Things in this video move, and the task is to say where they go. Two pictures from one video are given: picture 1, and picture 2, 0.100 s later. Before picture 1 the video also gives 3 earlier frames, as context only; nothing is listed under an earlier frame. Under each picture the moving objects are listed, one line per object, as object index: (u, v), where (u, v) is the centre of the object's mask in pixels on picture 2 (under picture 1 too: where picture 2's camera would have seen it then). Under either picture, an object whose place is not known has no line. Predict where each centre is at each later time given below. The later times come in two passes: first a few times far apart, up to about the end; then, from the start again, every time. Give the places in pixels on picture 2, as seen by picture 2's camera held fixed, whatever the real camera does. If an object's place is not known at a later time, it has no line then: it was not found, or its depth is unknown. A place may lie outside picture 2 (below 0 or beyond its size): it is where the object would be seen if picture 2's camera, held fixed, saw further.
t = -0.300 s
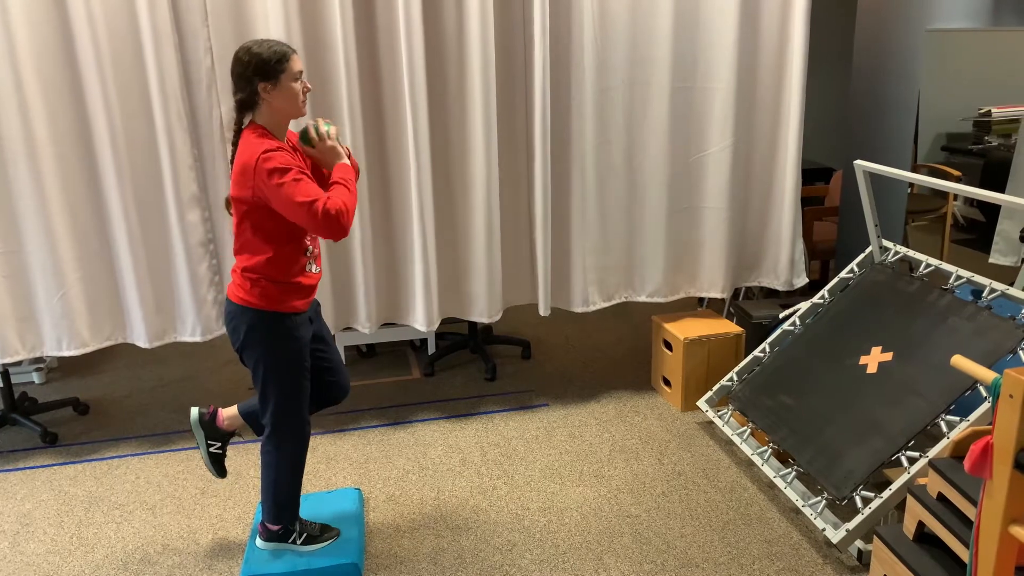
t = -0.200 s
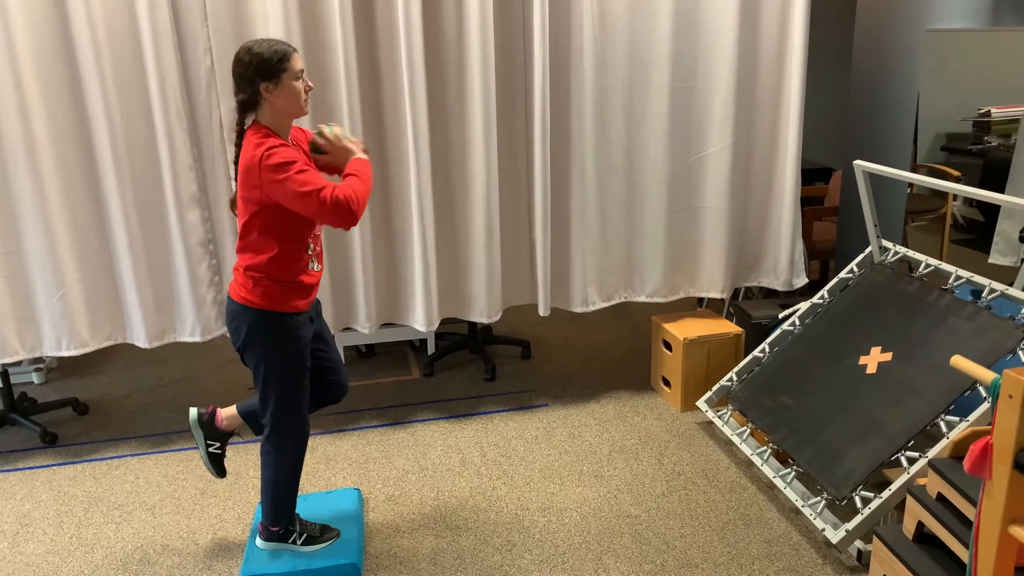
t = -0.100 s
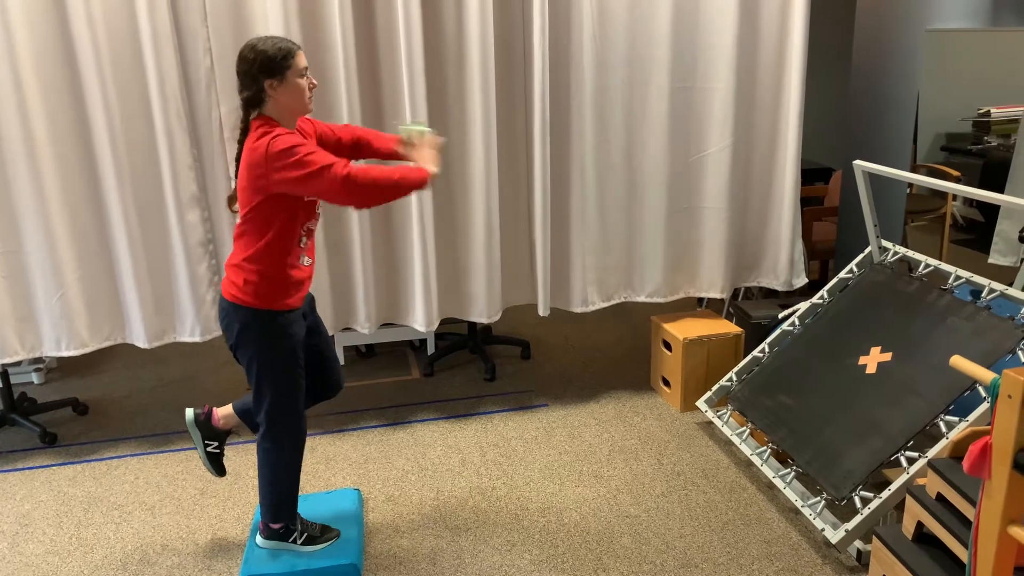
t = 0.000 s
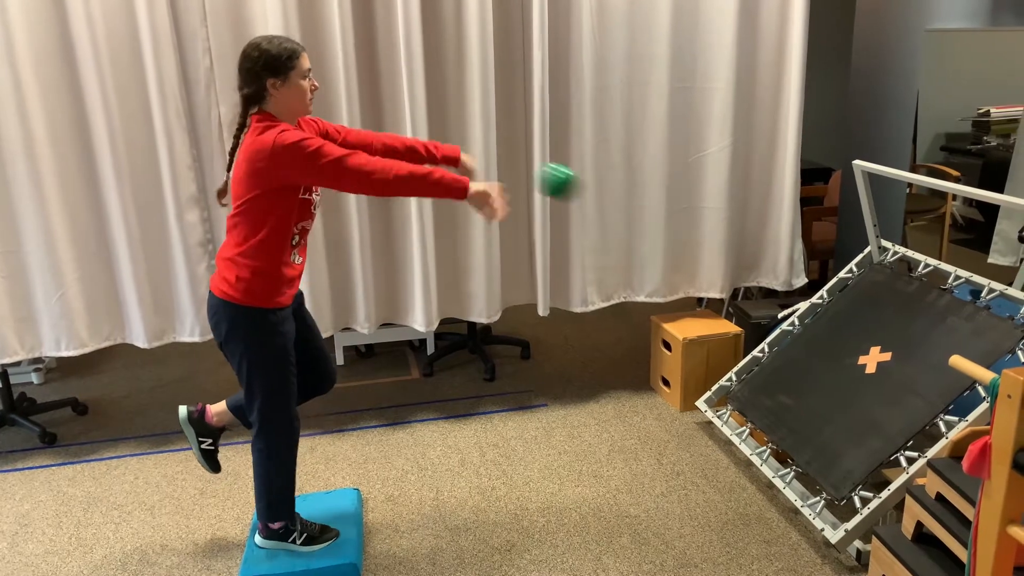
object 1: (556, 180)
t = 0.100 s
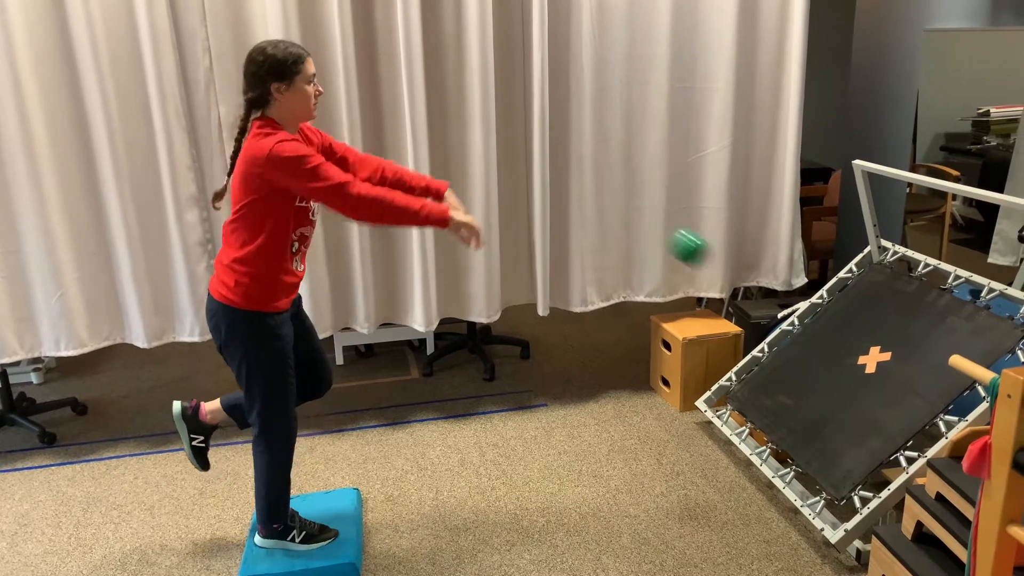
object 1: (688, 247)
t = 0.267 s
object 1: (841, 369)
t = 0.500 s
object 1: (656, 215)
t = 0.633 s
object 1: (531, 183)
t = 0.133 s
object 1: (729, 274)
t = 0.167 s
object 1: (767, 300)
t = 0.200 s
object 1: (805, 330)
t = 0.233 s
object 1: (835, 362)
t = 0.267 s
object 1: (841, 369)
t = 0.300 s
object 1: (818, 339)
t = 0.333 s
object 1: (792, 312)
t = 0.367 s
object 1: (768, 289)
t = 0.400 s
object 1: (741, 267)
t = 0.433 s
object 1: (713, 247)
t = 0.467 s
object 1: (684, 229)
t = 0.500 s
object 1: (656, 215)
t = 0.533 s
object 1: (626, 203)
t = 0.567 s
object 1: (595, 193)
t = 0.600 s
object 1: (564, 186)
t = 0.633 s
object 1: (531, 183)
